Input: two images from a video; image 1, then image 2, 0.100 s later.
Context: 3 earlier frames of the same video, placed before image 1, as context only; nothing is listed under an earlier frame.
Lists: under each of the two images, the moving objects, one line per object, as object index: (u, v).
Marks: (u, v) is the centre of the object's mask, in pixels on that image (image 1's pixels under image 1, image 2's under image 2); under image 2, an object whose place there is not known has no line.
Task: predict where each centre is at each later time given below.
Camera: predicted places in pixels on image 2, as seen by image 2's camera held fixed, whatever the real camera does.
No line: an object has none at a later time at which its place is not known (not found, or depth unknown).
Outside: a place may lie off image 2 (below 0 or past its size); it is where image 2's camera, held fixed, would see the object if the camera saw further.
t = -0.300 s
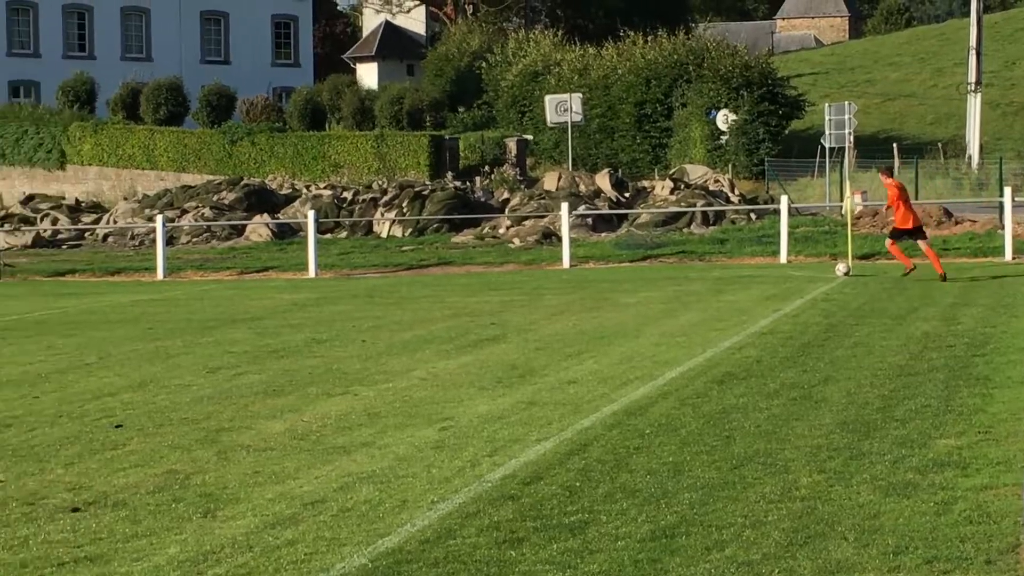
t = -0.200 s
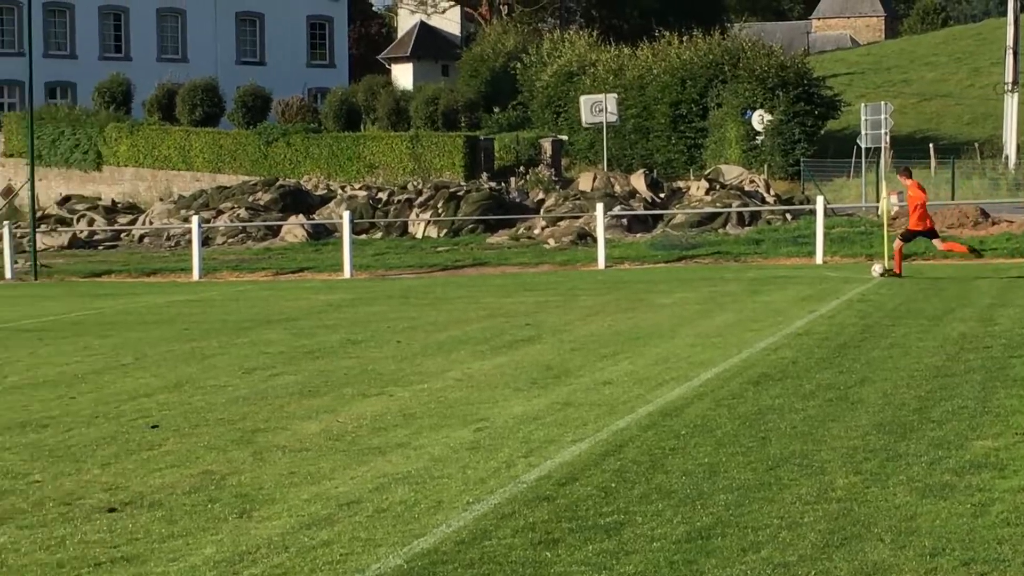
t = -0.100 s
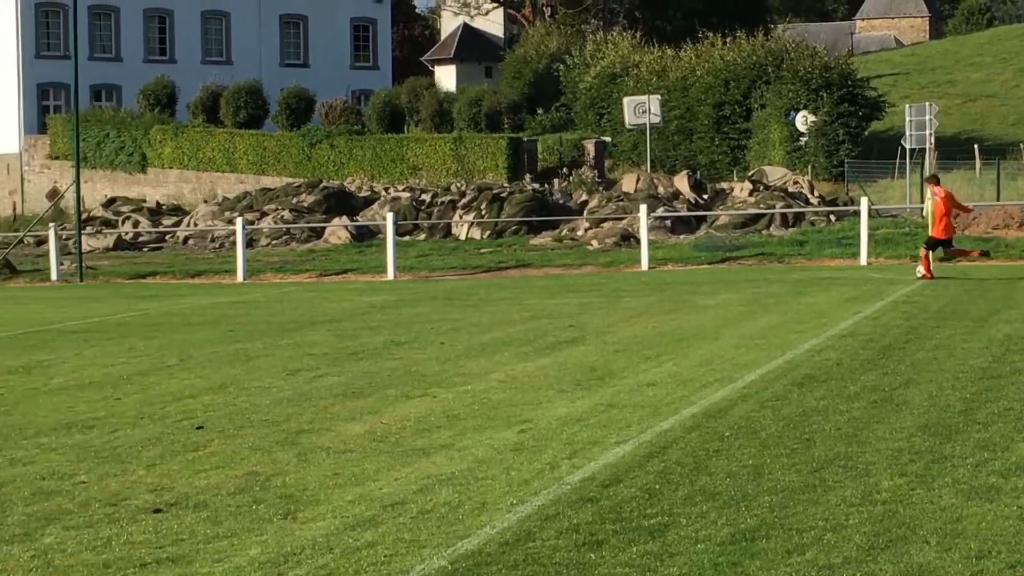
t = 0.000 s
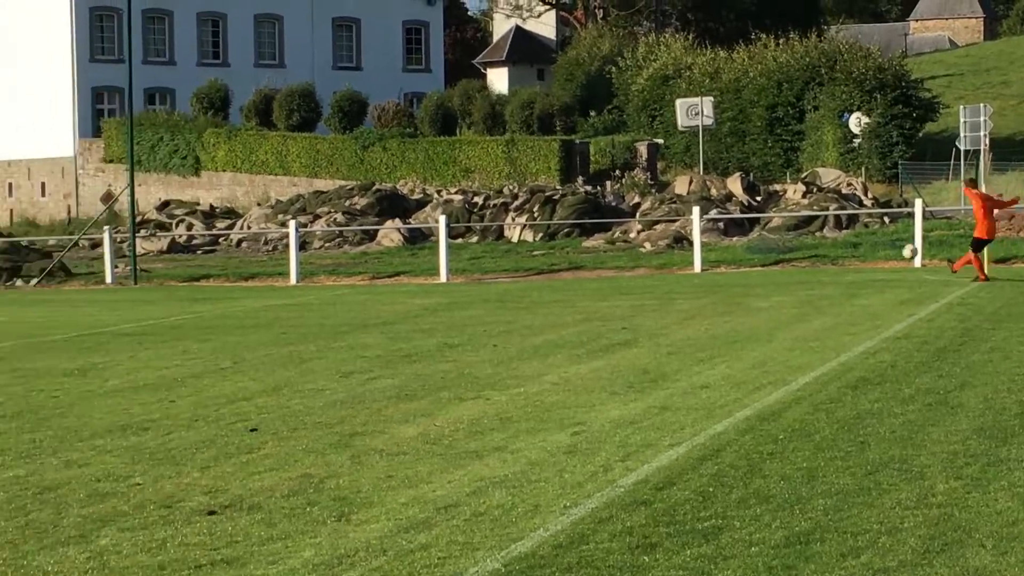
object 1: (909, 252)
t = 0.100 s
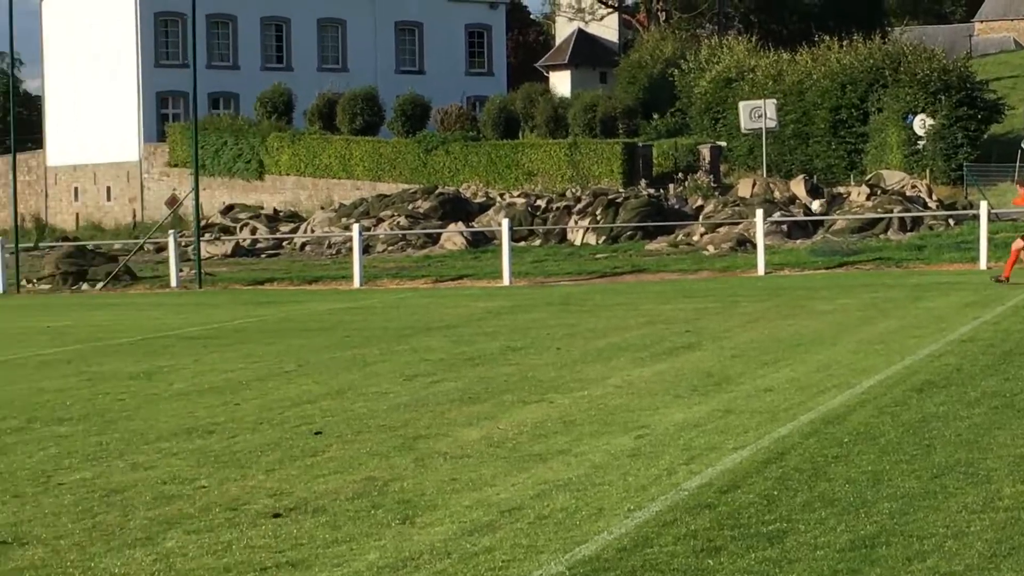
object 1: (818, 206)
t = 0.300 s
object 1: (536, 129)
